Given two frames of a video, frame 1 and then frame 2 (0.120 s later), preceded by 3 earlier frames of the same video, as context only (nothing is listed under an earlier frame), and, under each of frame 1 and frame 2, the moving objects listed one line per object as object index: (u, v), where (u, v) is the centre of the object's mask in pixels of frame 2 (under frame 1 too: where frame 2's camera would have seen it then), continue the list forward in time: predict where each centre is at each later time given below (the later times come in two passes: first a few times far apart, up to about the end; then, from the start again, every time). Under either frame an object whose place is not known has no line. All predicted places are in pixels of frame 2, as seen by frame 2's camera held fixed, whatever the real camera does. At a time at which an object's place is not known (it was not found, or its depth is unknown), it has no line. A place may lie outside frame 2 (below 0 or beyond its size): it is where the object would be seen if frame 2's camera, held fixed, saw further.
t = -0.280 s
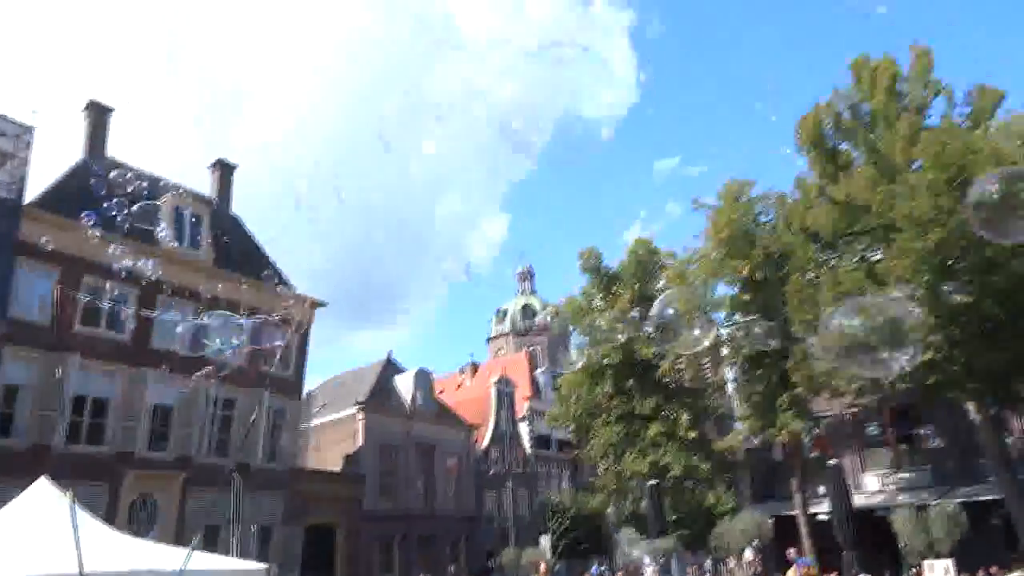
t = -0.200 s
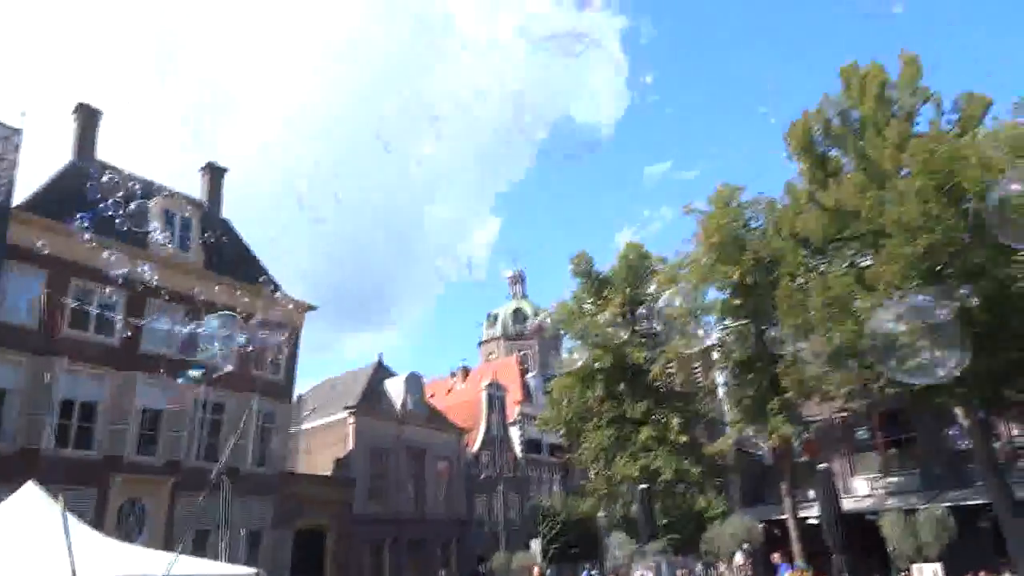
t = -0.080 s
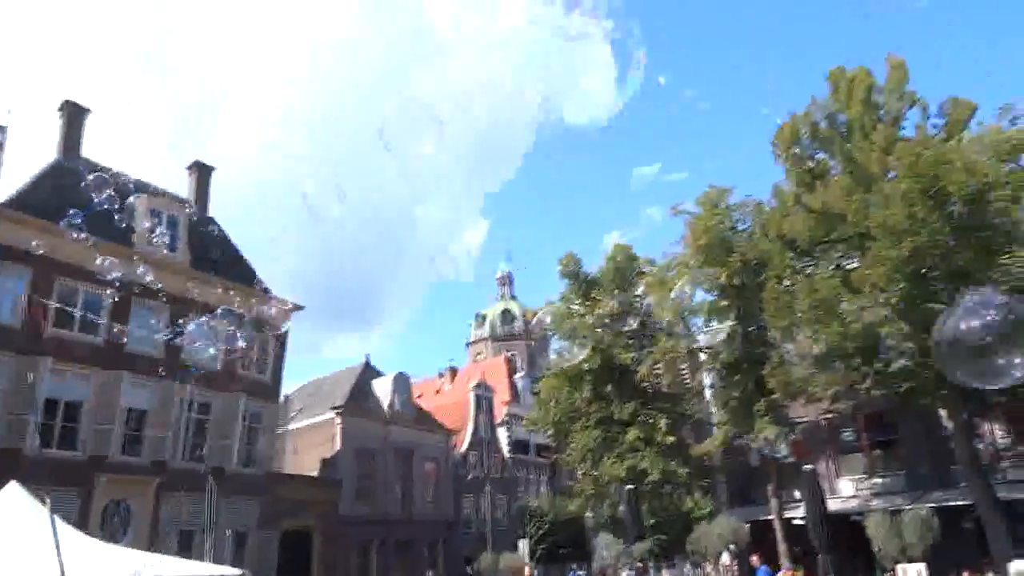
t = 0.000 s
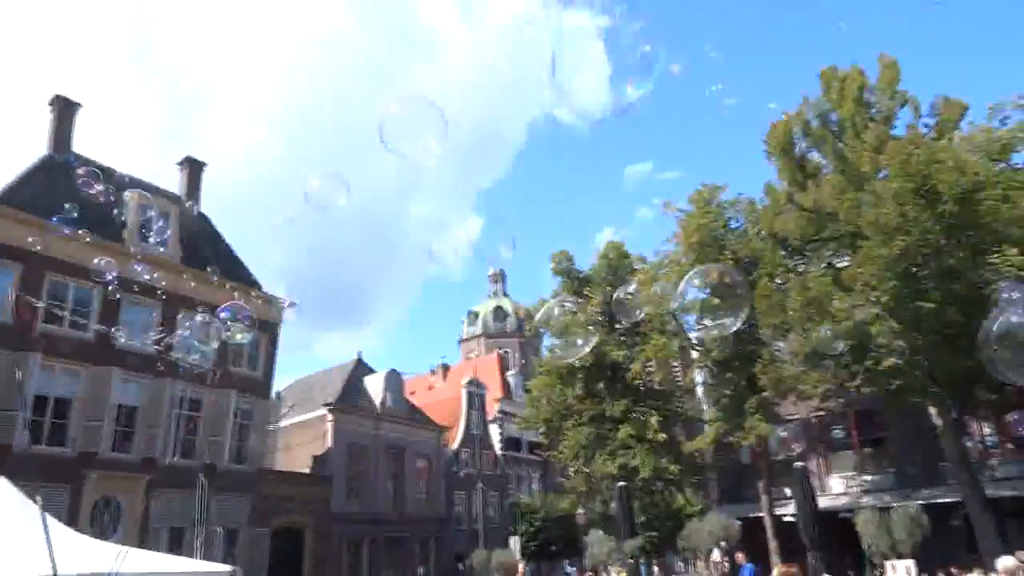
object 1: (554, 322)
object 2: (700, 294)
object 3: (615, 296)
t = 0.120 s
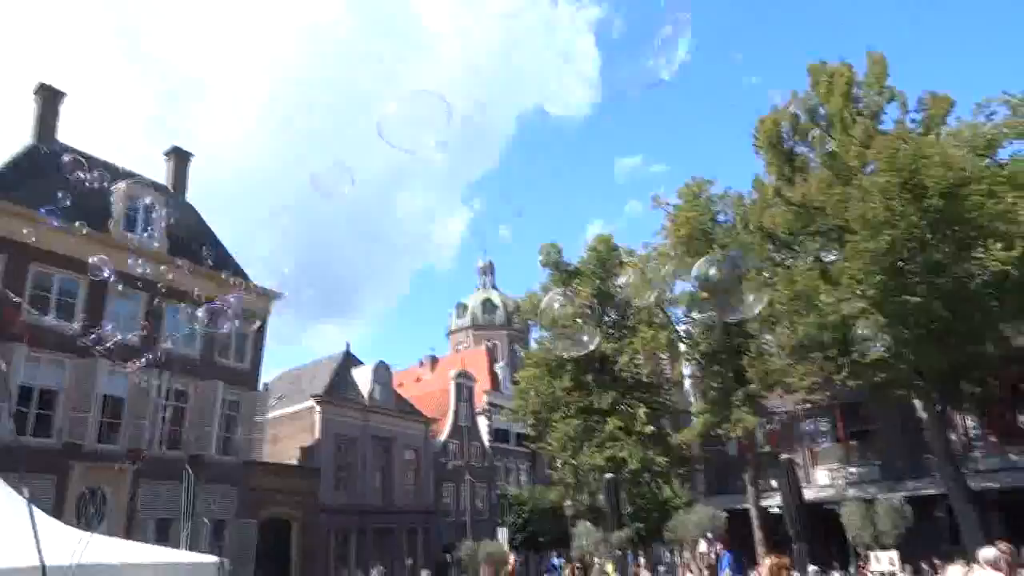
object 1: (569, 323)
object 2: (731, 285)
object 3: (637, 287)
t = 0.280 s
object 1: (593, 328)
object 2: (779, 277)
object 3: (671, 276)
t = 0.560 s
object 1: (643, 345)
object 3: (732, 280)
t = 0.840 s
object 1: (701, 373)
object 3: (812, 296)
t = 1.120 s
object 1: (766, 408)
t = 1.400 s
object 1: (850, 434)
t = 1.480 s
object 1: (866, 447)
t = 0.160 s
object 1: (573, 323)
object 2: (739, 284)
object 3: (641, 287)
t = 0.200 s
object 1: (580, 324)
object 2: (754, 280)
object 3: (653, 276)
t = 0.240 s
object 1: (585, 326)
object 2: (765, 279)
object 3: (658, 274)
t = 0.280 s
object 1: (593, 328)
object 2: (779, 277)
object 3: (671, 276)
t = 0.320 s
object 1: (600, 329)
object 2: (792, 273)
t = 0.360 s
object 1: (608, 330)
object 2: (802, 272)
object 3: (689, 273)
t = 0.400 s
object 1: (613, 334)
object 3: (696, 275)
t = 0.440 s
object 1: (622, 335)
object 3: (706, 275)
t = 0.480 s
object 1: (630, 339)
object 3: (714, 277)
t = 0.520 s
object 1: (636, 342)
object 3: (722, 278)
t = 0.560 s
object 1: (643, 345)
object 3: (732, 280)
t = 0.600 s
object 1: (648, 349)
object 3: (743, 282)
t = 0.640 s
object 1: (653, 353)
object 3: (754, 284)
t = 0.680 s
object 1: (664, 357)
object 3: (766, 286)
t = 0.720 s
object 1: (662, 361)
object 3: (777, 288)
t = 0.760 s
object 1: (684, 365)
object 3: (790, 286)
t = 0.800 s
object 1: (693, 369)
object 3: (800, 290)
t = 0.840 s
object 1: (701, 373)
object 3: (812, 296)
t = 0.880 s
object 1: (710, 377)
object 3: (827, 300)
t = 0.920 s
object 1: (720, 381)
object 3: (839, 304)
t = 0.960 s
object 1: (730, 385)
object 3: (853, 309)
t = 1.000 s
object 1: (736, 389)
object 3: (866, 311)
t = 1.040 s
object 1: (745, 396)
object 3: (882, 314)
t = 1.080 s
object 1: (757, 401)
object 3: (902, 320)
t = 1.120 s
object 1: (766, 408)
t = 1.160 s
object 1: (777, 410)
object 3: (936, 331)
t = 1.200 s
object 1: (788, 416)
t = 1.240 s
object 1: (800, 418)
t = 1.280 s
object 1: (811, 422)
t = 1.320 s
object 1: (819, 425)
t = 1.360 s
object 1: (837, 429)
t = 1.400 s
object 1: (850, 434)
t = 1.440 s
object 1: (858, 442)
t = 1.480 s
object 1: (866, 447)
